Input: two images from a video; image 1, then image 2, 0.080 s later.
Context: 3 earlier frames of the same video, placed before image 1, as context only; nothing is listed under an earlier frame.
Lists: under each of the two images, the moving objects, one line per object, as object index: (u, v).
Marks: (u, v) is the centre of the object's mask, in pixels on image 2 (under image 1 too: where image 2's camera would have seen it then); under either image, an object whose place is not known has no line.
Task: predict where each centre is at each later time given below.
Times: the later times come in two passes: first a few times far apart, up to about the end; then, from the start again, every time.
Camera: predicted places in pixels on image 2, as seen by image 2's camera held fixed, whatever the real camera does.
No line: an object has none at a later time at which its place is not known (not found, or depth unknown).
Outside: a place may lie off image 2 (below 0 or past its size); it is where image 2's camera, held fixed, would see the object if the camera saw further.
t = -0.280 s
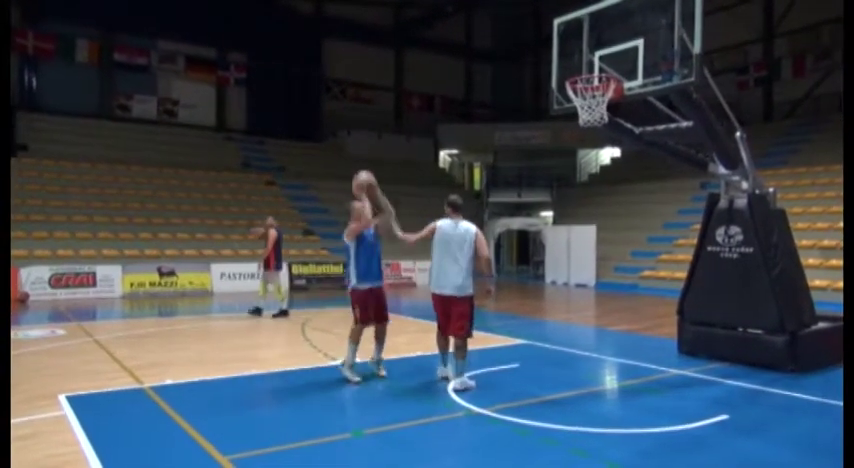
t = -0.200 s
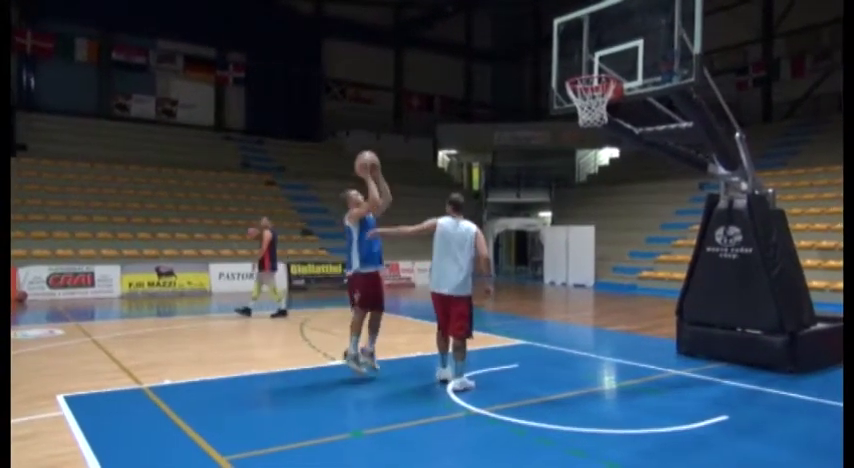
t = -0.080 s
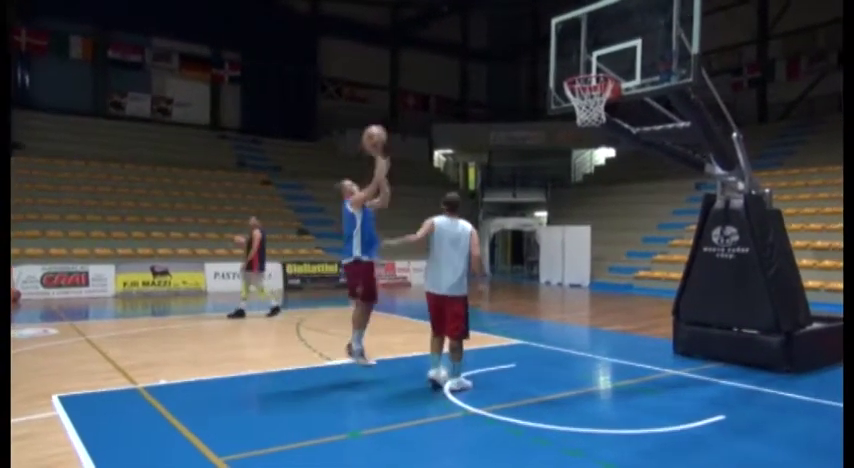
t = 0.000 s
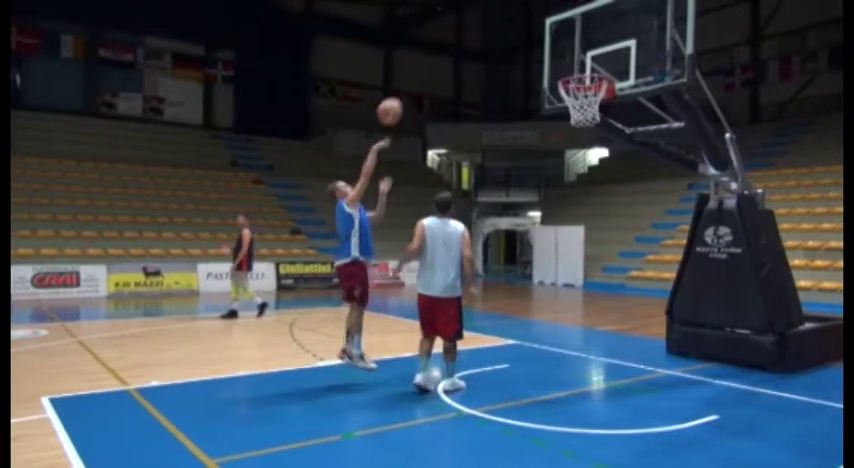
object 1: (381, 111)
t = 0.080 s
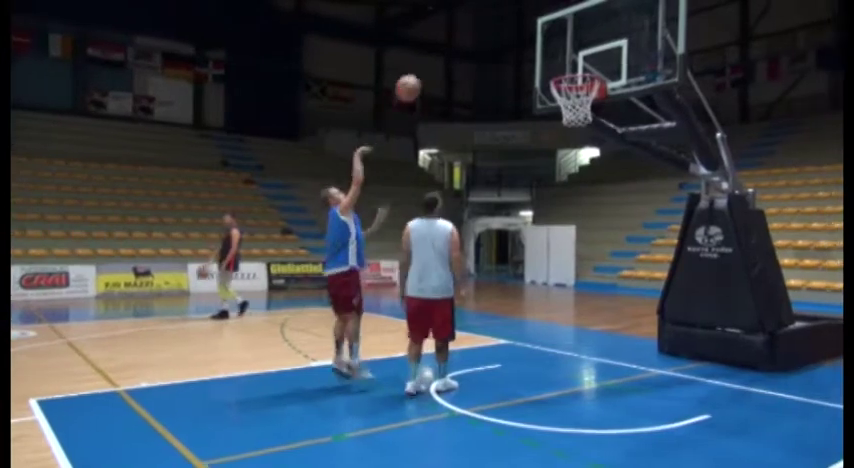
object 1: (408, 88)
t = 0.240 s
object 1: (460, 60)
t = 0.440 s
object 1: (525, 59)
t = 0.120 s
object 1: (421, 79)
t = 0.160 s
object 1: (434, 71)
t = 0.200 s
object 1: (447, 65)
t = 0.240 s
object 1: (460, 60)
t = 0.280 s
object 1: (473, 56)
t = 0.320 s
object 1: (486, 55)
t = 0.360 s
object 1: (499, 54)
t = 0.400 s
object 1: (512, 56)
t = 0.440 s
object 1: (525, 59)
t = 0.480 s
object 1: (538, 63)
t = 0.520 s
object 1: (552, 67)
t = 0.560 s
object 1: (553, 61)
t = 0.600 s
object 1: (555, 56)
